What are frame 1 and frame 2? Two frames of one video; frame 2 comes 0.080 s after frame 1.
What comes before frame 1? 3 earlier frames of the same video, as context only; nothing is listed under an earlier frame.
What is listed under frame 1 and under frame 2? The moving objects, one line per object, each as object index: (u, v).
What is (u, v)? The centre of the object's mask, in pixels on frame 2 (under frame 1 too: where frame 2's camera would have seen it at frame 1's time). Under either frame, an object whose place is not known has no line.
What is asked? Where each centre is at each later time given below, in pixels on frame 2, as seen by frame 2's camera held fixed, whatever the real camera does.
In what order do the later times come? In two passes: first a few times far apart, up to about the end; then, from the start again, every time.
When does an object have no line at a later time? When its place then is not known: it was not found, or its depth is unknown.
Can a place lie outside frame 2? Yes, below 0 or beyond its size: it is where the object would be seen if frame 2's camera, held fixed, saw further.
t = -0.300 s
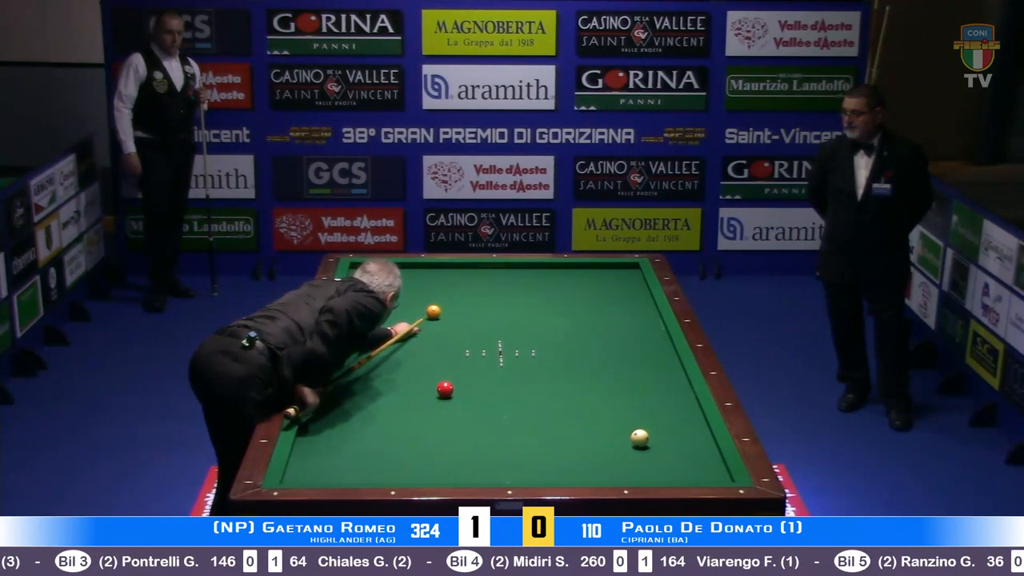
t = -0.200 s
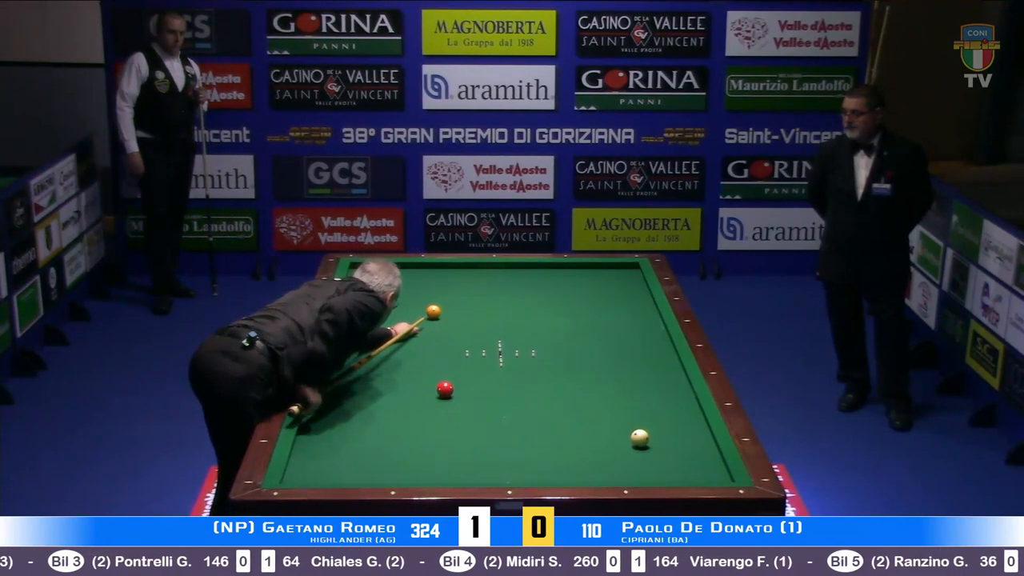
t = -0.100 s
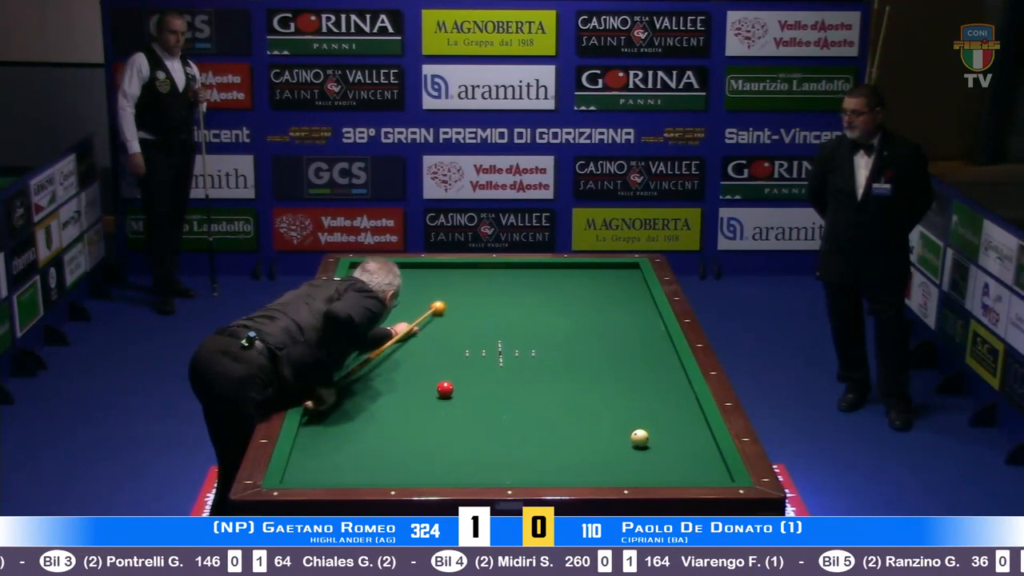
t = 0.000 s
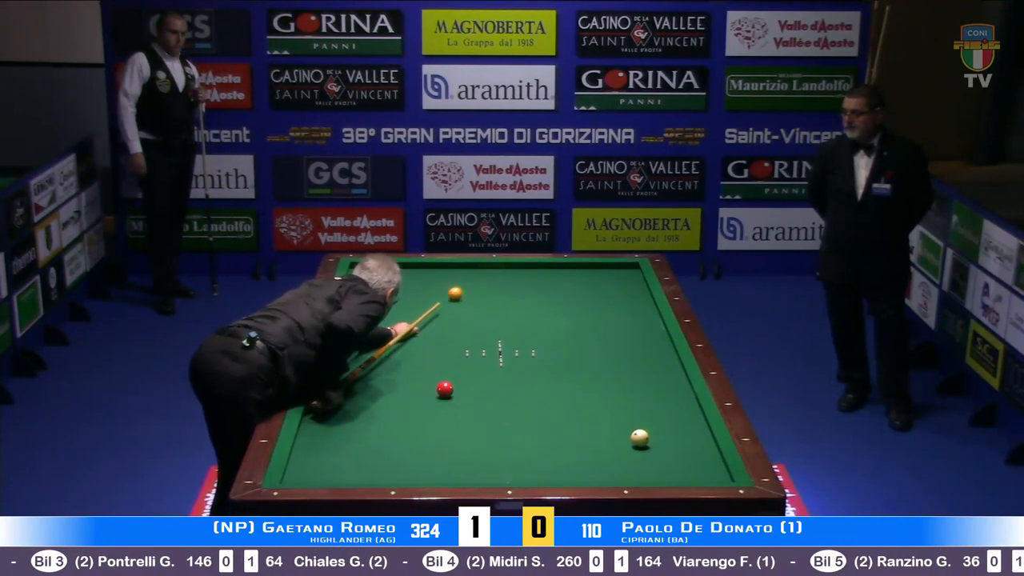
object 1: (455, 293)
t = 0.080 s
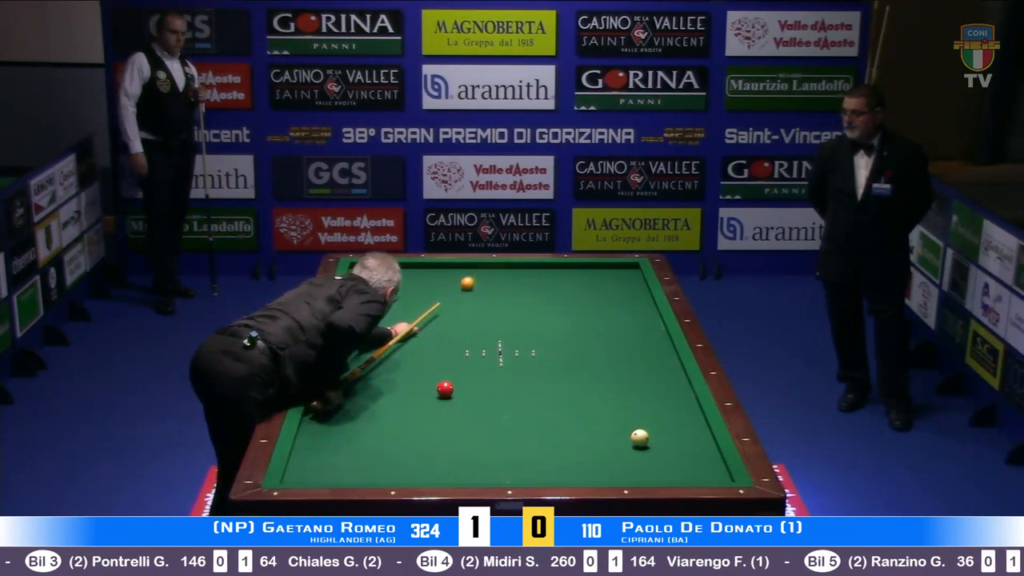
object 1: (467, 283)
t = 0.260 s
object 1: (491, 264)
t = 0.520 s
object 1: (514, 287)
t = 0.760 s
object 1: (539, 305)
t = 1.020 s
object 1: (567, 325)
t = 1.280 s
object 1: (597, 346)
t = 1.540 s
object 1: (630, 370)
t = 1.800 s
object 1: (665, 395)
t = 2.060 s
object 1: (696, 422)
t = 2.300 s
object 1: (692, 448)
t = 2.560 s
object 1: (687, 475)
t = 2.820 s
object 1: (658, 465)
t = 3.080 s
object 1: (628, 450)
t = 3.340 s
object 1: (600, 435)
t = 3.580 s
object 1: (575, 422)
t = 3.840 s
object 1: (551, 409)
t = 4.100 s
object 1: (528, 398)
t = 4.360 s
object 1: (506, 387)
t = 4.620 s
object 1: (486, 376)
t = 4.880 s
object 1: (467, 367)
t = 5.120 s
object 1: (450, 358)
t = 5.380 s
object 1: (434, 349)
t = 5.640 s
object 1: (417, 341)
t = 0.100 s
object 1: (470, 281)
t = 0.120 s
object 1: (472, 279)
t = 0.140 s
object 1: (475, 277)
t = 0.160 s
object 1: (478, 274)
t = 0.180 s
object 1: (481, 272)
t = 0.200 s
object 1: (484, 270)
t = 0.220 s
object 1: (486, 268)
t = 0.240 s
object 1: (489, 266)
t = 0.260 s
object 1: (491, 264)
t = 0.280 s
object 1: (493, 266)
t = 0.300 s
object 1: (494, 268)
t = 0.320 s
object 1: (496, 269)
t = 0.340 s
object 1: (498, 272)
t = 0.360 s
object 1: (500, 273)
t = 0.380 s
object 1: (502, 275)
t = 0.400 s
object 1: (503, 277)
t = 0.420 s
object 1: (505, 279)
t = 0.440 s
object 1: (507, 280)
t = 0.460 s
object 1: (509, 282)
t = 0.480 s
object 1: (511, 284)
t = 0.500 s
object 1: (513, 286)
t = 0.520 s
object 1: (514, 287)
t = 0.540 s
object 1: (516, 289)
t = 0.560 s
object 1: (519, 290)
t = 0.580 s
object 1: (520, 292)
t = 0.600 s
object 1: (522, 294)
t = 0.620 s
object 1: (525, 295)
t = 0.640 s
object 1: (526, 296)
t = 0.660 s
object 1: (528, 298)
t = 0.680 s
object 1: (530, 299)
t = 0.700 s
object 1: (532, 300)
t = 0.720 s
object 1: (534, 302)
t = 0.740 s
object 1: (536, 303)
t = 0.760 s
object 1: (539, 305)
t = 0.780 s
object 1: (541, 306)
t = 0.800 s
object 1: (543, 308)
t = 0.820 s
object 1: (545, 309)
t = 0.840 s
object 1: (547, 311)
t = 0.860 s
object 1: (549, 312)
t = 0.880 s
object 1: (551, 314)
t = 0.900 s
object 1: (553, 315)
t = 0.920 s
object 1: (555, 317)
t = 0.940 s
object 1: (558, 318)
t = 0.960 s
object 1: (560, 320)
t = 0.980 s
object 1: (562, 321)
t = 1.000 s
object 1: (564, 323)
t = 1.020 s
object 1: (567, 325)
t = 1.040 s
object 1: (569, 326)
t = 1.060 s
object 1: (571, 328)
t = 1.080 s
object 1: (573, 329)
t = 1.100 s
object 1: (575, 331)
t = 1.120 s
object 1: (578, 333)
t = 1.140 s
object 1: (580, 334)
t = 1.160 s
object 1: (583, 336)
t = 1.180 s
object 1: (585, 338)
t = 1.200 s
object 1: (587, 339)
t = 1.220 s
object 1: (590, 341)
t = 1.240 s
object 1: (592, 343)
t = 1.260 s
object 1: (594, 345)
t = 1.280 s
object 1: (597, 346)
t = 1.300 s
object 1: (599, 348)
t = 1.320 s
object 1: (602, 350)
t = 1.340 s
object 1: (604, 352)
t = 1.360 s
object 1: (607, 353)
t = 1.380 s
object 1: (609, 355)
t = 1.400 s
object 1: (611, 357)
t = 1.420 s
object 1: (614, 359)
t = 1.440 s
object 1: (617, 361)
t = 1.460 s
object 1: (619, 363)
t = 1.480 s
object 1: (622, 364)
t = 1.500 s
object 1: (625, 366)
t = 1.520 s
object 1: (627, 368)
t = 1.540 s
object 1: (630, 370)
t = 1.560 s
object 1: (632, 372)
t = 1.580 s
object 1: (635, 374)
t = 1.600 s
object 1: (638, 375)
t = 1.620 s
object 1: (640, 377)
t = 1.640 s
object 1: (643, 379)
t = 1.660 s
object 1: (645, 381)
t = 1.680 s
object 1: (649, 383)
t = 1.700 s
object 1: (651, 385)
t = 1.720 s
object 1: (654, 387)
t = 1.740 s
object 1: (657, 389)
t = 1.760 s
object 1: (660, 391)
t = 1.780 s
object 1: (663, 393)
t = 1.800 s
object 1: (665, 395)
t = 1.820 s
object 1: (669, 397)
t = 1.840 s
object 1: (671, 399)
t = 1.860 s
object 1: (674, 402)
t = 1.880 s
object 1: (677, 404)
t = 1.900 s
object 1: (680, 406)
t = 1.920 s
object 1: (683, 408)
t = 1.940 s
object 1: (686, 410)
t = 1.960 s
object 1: (689, 412)
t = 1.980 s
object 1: (693, 414)
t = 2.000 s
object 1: (695, 416)
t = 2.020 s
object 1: (698, 419)
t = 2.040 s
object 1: (697, 421)
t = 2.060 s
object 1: (696, 422)
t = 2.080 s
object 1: (696, 425)
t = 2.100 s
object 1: (695, 427)
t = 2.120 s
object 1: (695, 429)
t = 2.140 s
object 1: (695, 431)
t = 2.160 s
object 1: (694, 433)
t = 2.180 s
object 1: (694, 435)
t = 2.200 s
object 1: (694, 437)
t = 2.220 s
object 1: (693, 439)
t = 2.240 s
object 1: (693, 441)
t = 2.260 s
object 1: (692, 444)
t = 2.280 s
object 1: (692, 446)
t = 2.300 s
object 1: (692, 448)
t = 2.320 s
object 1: (691, 450)
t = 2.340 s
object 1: (691, 452)
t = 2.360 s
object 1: (691, 454)
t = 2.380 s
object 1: (691, 457)
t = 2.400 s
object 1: (690, 459)
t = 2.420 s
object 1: (690, 461)
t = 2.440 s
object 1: (689, 463)
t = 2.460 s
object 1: (689, 466)
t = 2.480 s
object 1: (688, 468)
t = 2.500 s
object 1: (689, 470)
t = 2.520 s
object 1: (688, 472)
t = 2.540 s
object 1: (687, 473)
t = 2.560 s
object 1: (687, 475)
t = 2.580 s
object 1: (686, 476)
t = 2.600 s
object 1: (686, 477)
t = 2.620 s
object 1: (684, 477)
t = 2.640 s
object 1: (681, 476)
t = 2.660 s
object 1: (678, 475)
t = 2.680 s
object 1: (676, 474)
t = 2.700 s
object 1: (673, 473)
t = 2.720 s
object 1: (670, 472)
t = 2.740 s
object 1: (667, 470)
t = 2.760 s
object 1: (664, 469)
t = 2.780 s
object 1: (663, 467)
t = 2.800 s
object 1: (660, 466)
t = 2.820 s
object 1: (658, 465)
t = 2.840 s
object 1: (656, 464)
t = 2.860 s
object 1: (653, 462)
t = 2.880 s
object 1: (651, 461)
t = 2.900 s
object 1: (649, 460)
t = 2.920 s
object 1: (646, 459)
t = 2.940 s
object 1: (644, 457)
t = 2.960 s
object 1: (642, 456)
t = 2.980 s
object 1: (639, 455)
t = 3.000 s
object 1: (637, 454)
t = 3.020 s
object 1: (635, 452)
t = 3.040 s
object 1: (632, 452)
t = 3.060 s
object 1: (630, 451)
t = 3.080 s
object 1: (628, 450)
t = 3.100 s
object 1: (626, 448)
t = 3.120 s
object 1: (624, 447)
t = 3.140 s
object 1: (622, 446)
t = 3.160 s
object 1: (619, 445)
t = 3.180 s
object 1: (617, 444)
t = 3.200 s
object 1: (615, 443)
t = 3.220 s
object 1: (613, 442)
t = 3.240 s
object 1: (611, 441)
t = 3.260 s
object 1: (608, 440)
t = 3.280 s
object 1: (607, 439)
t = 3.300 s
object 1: (605, 438)
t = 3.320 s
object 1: (602, 436)
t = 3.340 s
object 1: (600, 435)
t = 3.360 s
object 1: (598, 434)
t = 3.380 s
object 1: (596, 433)
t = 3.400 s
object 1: (594, 432)
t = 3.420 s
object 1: (591, 431)
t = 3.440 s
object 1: (589, 430)
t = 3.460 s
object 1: (587, 429)
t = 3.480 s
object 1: (586, 428)
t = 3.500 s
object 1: (584, 427)
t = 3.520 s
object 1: (582, 426)
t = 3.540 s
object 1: (580, 425)
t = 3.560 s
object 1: (577, 424)
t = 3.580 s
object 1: (575, 422)
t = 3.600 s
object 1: (573, 421)
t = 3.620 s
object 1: (572, 420)
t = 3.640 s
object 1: (570, 419)
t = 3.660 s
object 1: (568, 418)
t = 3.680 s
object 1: (565, 417)
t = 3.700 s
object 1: (563, 416)
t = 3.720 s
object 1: (561, 415)
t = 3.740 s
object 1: (560, 414)
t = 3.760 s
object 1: (558, 413)
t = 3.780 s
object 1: (556, 412)
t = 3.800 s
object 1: (555, 411)
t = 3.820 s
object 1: (552, 410)
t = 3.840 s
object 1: (551, 409)
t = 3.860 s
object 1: (549, 409)
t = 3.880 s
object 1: (547, 408)
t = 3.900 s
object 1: (545, 407)
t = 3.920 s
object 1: (544, 406)
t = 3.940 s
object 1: (542, 405)
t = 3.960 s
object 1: (541, 404)
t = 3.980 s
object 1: (539, 403)
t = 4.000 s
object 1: (536, 402)
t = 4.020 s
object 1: (535, 401)
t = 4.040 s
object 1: (534, 400)
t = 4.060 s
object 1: (532, 400)
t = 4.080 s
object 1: (530, 398)
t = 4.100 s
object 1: (528, 398)
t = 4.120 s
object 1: (527, 397)
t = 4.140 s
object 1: (525, 396)
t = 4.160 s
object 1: (523, 395)
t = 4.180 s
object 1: (521, 394)
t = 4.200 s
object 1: (520, 393)
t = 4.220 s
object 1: (518, 392)
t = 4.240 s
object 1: (516, 391)
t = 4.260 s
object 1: (515, 391)
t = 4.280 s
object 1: (513, 390)
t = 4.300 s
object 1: (512, 389)
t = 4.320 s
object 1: (510, 388)
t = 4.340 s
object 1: (508, 387)
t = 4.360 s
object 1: (506, 387)
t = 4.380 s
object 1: (505, 386)
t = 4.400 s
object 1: (504, 385)
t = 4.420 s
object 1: (502, 384)
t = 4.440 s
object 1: (500, 383)
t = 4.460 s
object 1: (498, 383)
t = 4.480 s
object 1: (497, 382)
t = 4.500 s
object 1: (496, 381)
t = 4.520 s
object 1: (494, 380)
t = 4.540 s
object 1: (493, 379)
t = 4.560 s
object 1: (491, 379)
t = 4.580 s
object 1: (490, 378)
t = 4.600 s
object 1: (488, 377)
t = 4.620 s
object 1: (486, 376)
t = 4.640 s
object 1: (485, 375)
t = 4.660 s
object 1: (483, 375)
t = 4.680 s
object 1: (481, 374)
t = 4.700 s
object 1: (480, 373)
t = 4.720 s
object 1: (478, 372)
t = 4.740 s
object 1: (477, 372)
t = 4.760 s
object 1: (476, 371)
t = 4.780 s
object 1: (474, 370)
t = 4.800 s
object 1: (472, 369)
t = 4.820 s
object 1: (470, 369)
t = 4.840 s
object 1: (469, 368)
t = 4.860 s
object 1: (468, 367)
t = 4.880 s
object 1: (467, 367)
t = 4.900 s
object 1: (466, 366)
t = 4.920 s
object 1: (465, 365)
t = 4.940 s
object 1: (463, 364)
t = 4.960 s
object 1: (461, 364)
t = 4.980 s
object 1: (460, 363)
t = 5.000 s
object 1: (459, 362)
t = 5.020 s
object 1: (458, 361)
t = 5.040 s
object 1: (456, 361)
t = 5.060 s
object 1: (455, 360)
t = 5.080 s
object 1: (453, 359)
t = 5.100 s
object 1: (452, 358)
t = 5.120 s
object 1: (450, 358)
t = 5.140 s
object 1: (449, 357)
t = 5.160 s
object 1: (448, 356)
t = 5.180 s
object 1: (447, 356)
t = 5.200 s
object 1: (445, 355)
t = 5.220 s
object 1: (443, 354)
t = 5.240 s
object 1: (442, 354)
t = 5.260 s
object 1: (441, 353)
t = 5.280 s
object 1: (440, 352)
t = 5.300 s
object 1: (439, 352)
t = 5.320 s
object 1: (437, 351)
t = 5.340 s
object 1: (436, 350)
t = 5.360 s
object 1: (435, 350)
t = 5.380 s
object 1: (434, 349)
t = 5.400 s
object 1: (432, 349)
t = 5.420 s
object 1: (431, 348)
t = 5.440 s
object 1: (430, 347)
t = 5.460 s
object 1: (428, 346)
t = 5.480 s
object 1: (427, 346)
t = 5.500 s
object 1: (426, 345)
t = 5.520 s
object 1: (424, 345)
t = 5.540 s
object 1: (423, 344)
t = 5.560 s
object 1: (421, 344)
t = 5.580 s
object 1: (420, 343)
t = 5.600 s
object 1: (419, 342)
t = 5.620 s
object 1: (418, 342)
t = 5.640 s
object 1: (417, 341)
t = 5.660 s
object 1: (416, 340)
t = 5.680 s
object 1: (415, 340)
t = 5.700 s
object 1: (413, 339)
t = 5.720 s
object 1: (412, 339)
